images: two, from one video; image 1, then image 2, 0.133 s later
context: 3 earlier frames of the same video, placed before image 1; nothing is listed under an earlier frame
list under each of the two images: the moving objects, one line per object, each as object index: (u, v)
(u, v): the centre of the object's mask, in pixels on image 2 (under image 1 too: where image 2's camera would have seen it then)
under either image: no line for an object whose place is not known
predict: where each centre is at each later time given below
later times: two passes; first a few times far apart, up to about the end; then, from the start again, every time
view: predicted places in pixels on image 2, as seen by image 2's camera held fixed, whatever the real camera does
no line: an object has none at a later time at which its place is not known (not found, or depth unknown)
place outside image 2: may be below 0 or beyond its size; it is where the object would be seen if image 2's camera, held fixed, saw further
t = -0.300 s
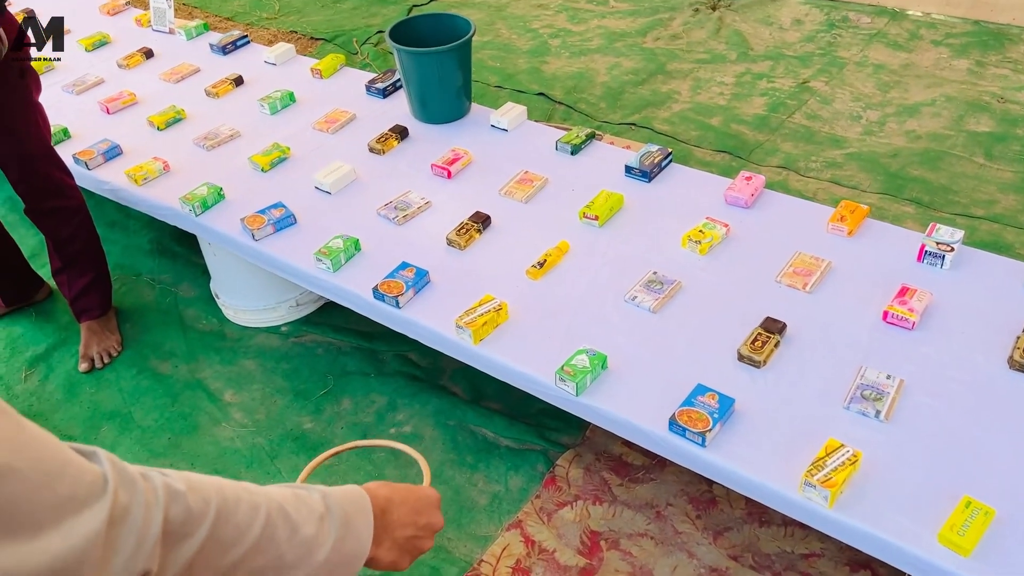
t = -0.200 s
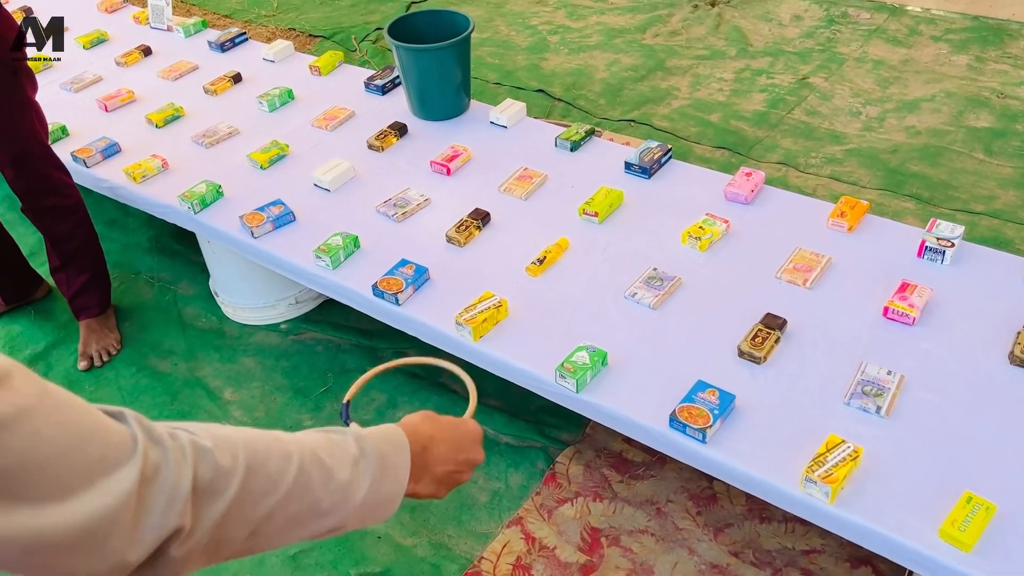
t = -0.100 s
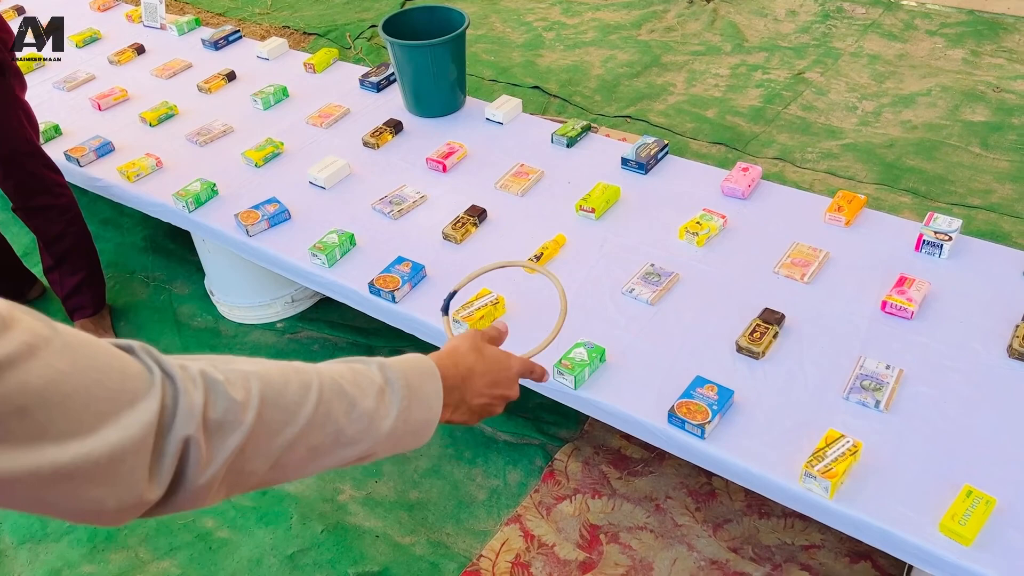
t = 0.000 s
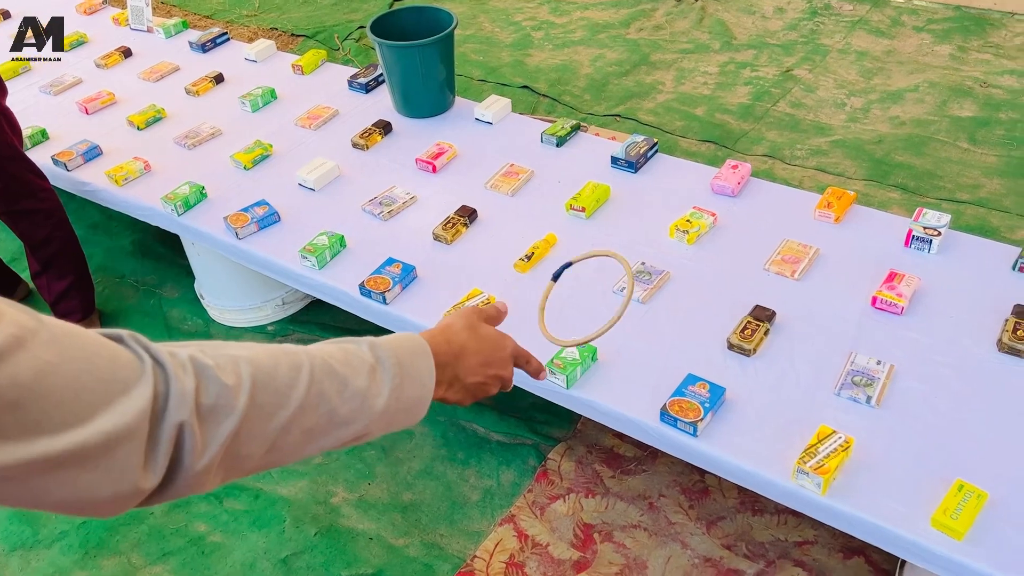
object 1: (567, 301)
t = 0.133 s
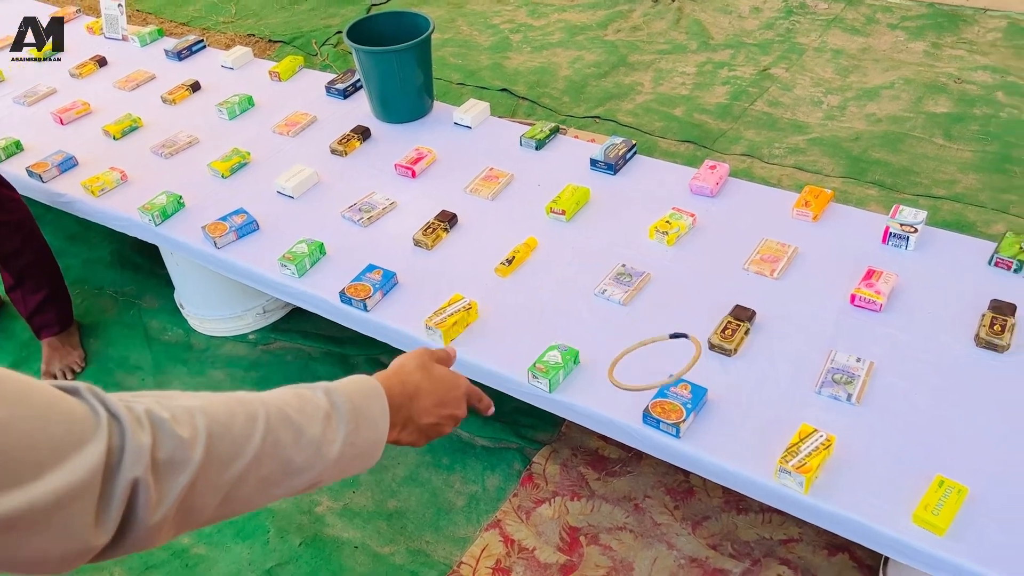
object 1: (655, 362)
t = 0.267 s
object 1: (691, 385)
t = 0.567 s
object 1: (741, 394)
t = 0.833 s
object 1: (754, 393)
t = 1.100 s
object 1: (759, 390)
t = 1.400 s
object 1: (762, 395)
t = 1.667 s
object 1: (763, 396)
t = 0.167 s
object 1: (668, 366)
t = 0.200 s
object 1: (683, 405)
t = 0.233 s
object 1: (686, 395)
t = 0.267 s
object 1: (691, 385)
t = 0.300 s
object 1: (700, 378)
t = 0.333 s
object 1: (706, 373)
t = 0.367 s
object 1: (710, 369)
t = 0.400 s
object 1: (714, 368)
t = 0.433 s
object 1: (719, 368)
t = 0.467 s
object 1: (724, 372)
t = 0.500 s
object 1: (731, 378)
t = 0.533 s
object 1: (737, 387)
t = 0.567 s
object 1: (741, 394)
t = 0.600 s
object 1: (744, 390)
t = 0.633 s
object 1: (747, 388)
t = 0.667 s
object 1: (748, 388)
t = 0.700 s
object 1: (749, 389)
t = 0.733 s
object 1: (750, 392)
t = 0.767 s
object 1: (751, 396)
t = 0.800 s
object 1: (752, 399)
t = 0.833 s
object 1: (754, 393)
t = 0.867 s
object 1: (754, 388)
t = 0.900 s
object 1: (755, 385)
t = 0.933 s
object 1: (755, 386)
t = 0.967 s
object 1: (755, 389)
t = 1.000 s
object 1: (756, 391)
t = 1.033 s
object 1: (757, 390)
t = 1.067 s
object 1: (758, 389)
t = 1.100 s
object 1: (759, 390)
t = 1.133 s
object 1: (760, 393)
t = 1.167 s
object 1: (761, 394)
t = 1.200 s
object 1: (761, 392)
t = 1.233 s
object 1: (762, 392)
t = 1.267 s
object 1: (762, 394)
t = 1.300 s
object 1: (762, 394)
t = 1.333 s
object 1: (762, 394)
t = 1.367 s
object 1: (762, 395)
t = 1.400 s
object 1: (762, 395)
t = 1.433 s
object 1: (762, 396)
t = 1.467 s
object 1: (762, 396)
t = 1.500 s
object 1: (762, 396)
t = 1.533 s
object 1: (762, 396)
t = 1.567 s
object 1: (762, 396)
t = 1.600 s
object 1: (762, 396)
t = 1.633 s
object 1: (763, 396)
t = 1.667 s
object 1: (763, 396)
